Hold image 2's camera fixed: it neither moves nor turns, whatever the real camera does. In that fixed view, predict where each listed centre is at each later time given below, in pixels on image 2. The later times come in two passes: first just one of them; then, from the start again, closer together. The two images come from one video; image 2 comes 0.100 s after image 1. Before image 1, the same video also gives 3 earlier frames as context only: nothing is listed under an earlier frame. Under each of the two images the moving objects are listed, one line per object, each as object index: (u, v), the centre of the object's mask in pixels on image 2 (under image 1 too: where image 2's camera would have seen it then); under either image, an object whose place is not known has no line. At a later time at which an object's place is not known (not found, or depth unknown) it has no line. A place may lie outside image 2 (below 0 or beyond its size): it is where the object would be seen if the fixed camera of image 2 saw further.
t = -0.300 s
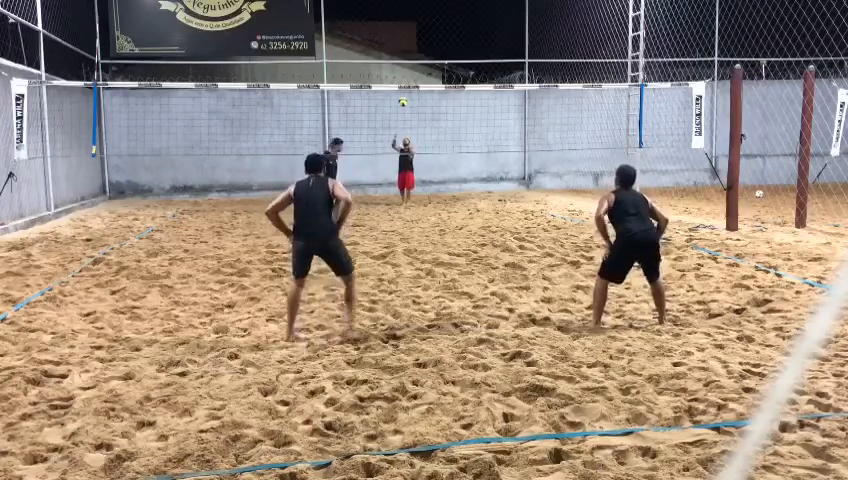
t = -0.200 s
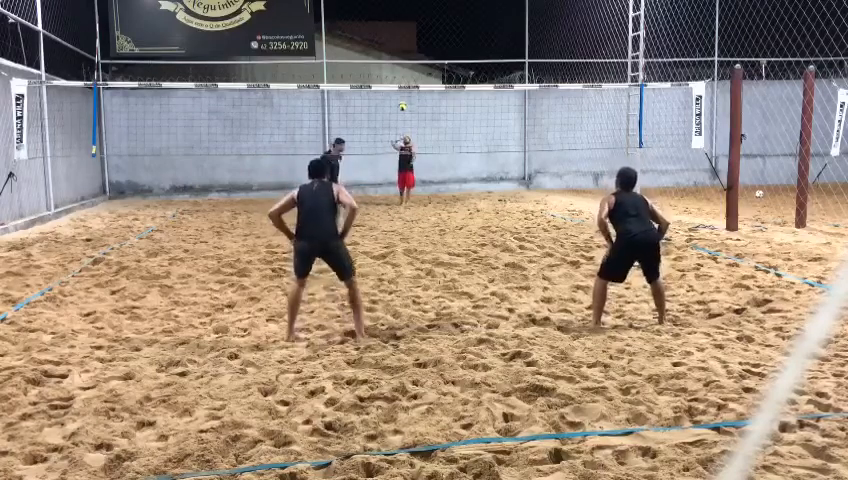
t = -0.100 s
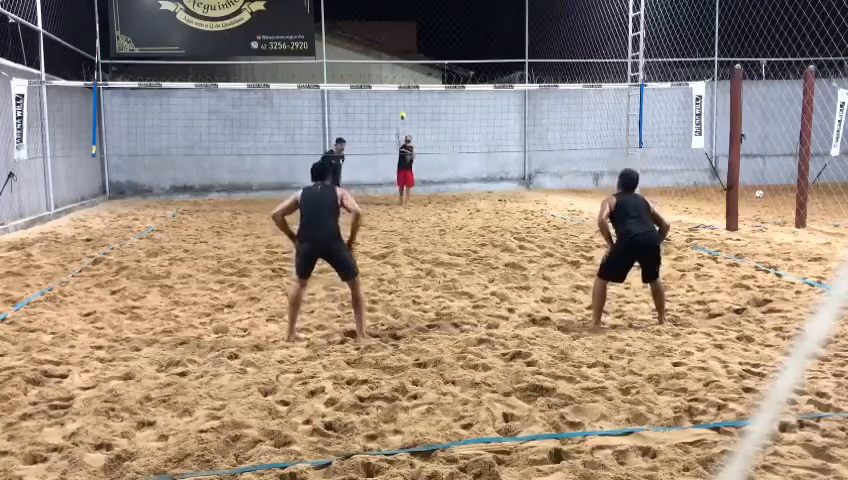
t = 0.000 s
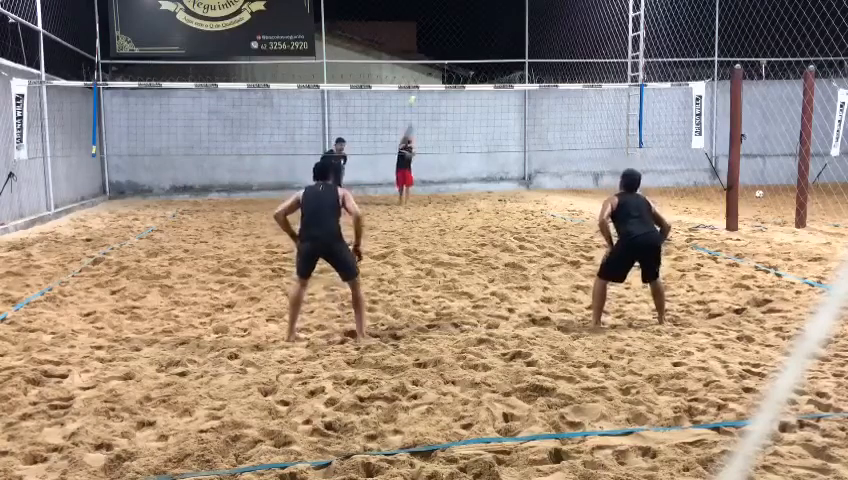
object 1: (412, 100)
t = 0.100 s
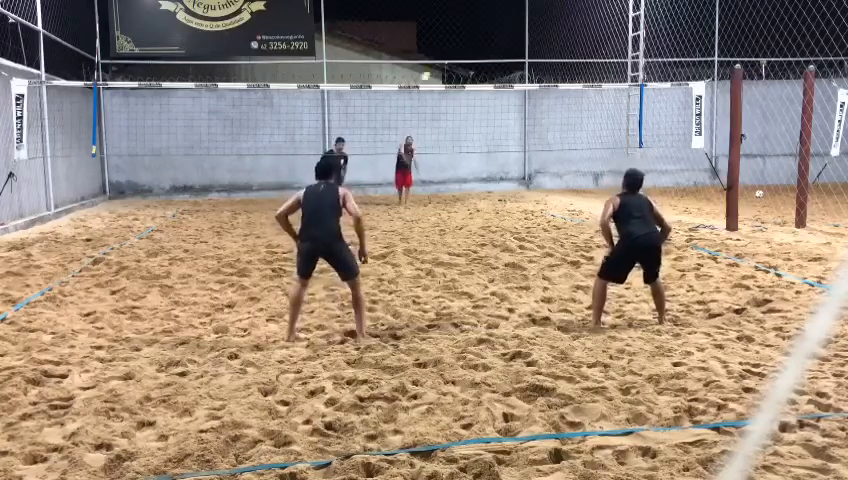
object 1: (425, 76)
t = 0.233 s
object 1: (445, 52)
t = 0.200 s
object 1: (439, 57)
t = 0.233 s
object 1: (445, 52)
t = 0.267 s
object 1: (451, 46)
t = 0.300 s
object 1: (457, 41)
